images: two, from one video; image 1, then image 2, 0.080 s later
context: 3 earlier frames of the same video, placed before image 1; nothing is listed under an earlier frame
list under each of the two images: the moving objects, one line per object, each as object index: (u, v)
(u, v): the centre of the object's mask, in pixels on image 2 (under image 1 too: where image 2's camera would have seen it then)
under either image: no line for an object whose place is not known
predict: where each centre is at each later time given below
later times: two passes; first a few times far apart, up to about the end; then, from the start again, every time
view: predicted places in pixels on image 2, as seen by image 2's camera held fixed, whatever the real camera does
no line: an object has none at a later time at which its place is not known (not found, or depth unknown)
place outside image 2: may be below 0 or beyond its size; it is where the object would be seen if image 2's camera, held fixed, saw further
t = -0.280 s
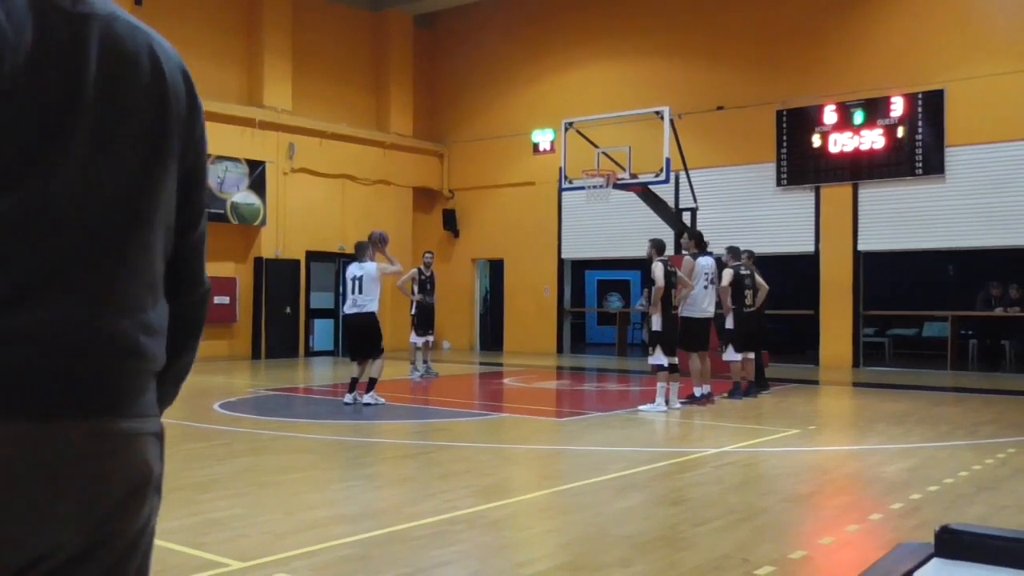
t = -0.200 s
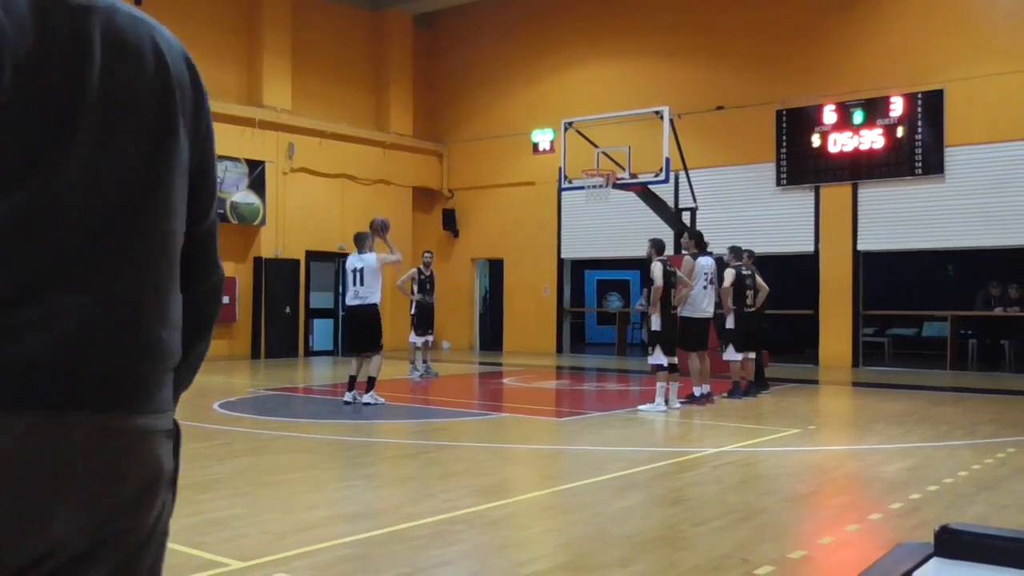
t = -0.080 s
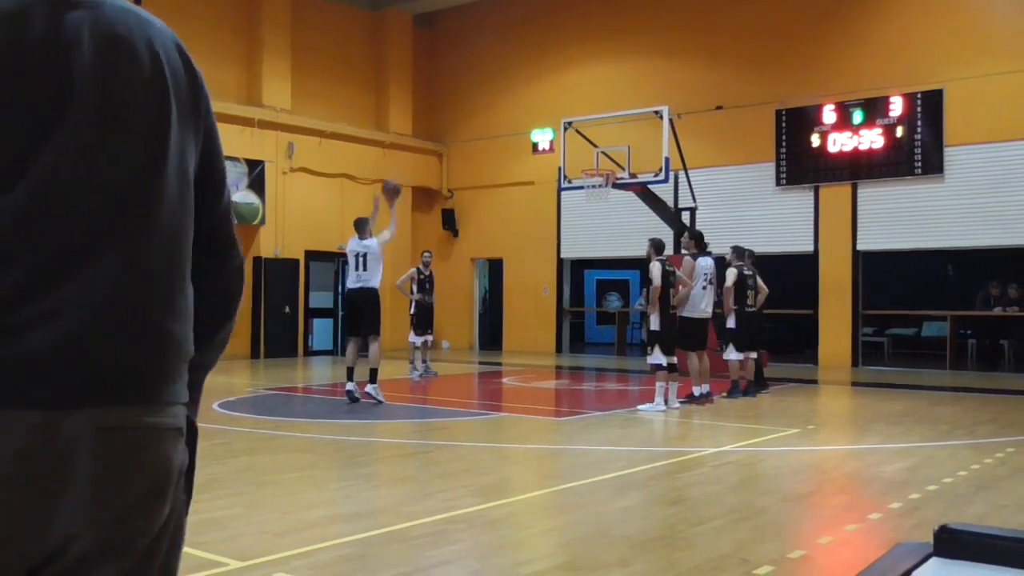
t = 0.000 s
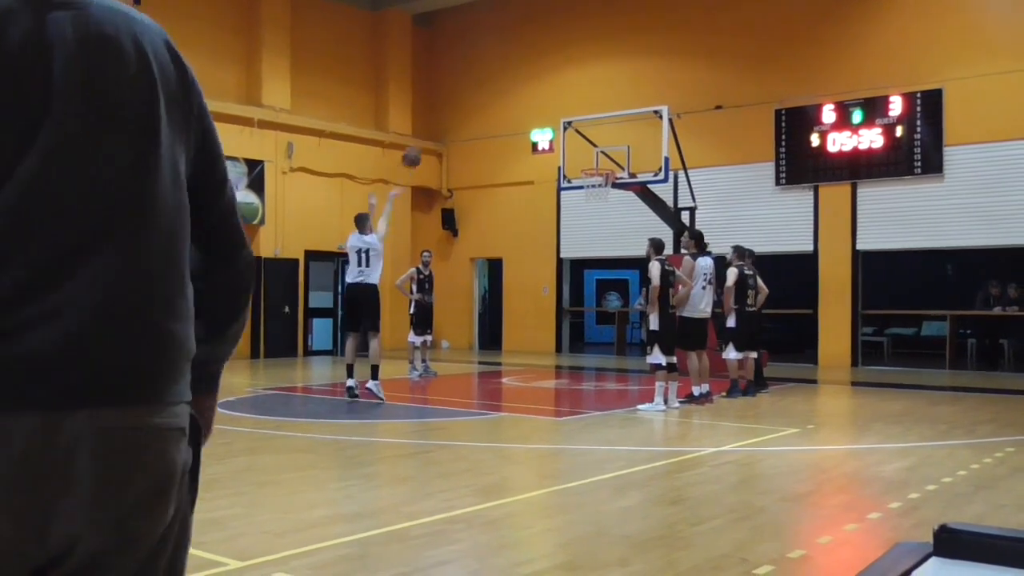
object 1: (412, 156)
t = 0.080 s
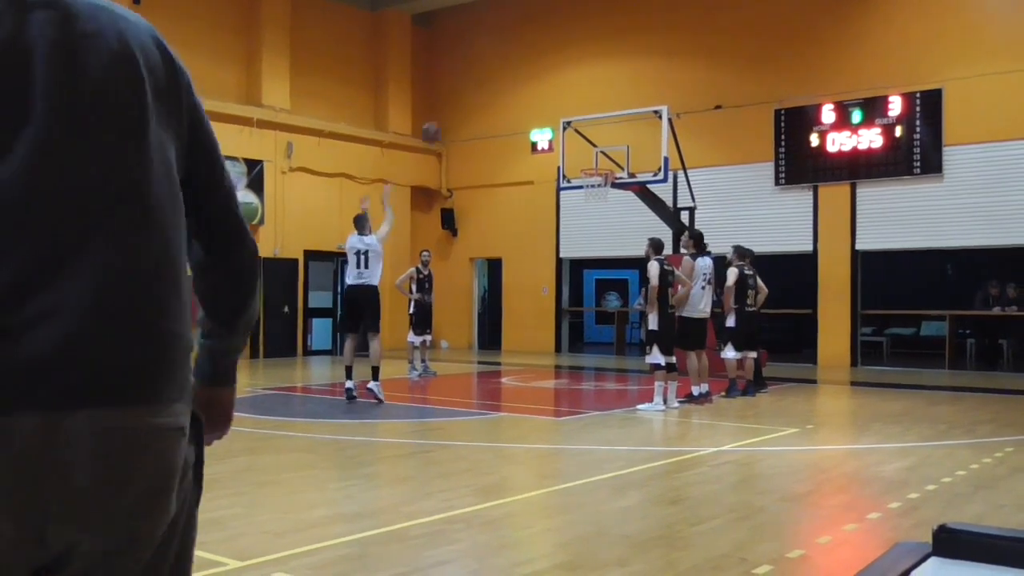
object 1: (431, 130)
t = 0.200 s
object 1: (458, 107)
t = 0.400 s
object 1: (501, 94)
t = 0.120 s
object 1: (440, 121)
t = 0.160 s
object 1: (449, 113)
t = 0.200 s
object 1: (458, 107)
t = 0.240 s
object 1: (467, 101)
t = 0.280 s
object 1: (476, 98)
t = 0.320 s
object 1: (484, 95)
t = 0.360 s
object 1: (492, 93)
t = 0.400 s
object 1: (501, 94)
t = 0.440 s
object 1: (508, 95)
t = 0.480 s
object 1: (516, 97)
